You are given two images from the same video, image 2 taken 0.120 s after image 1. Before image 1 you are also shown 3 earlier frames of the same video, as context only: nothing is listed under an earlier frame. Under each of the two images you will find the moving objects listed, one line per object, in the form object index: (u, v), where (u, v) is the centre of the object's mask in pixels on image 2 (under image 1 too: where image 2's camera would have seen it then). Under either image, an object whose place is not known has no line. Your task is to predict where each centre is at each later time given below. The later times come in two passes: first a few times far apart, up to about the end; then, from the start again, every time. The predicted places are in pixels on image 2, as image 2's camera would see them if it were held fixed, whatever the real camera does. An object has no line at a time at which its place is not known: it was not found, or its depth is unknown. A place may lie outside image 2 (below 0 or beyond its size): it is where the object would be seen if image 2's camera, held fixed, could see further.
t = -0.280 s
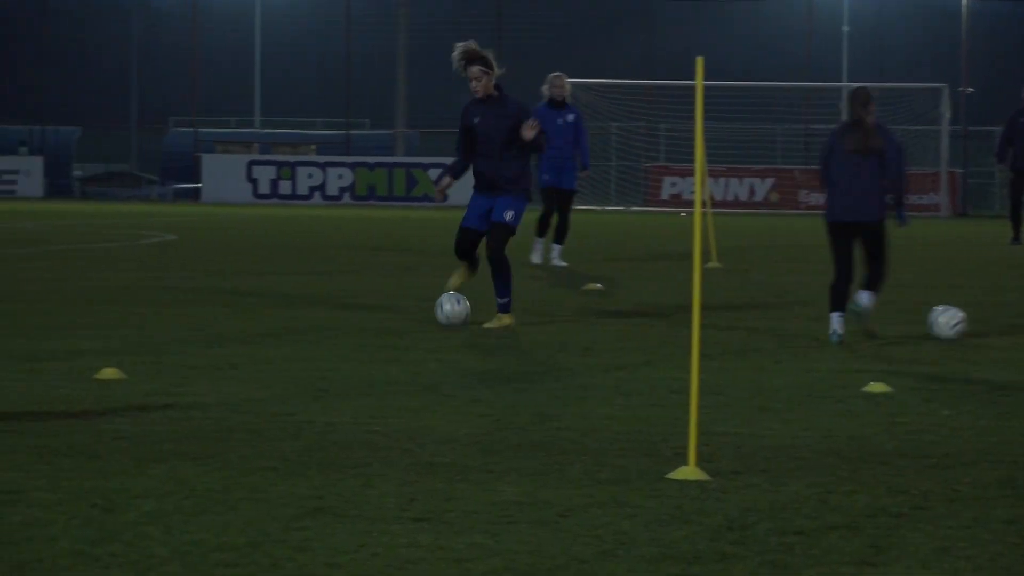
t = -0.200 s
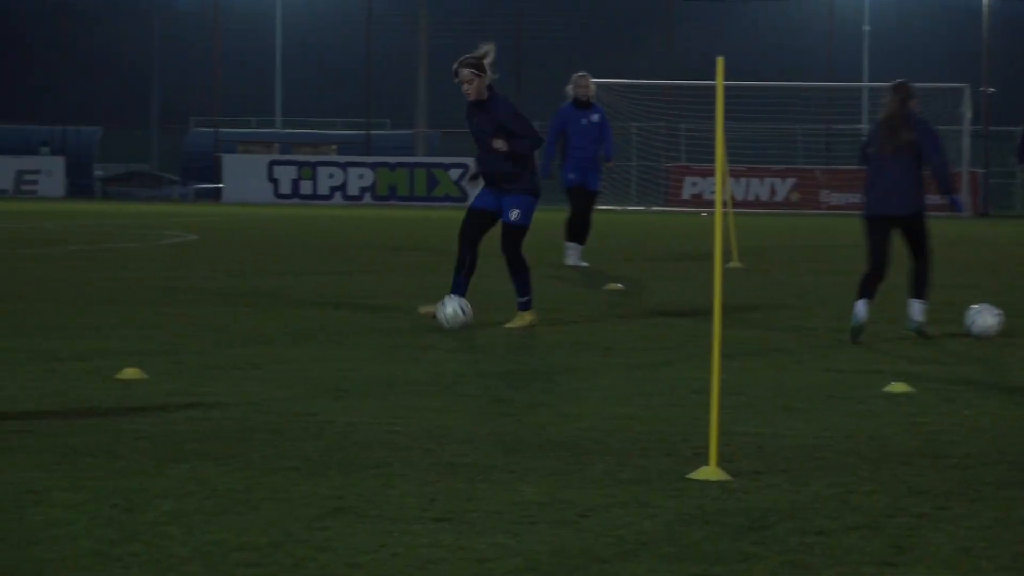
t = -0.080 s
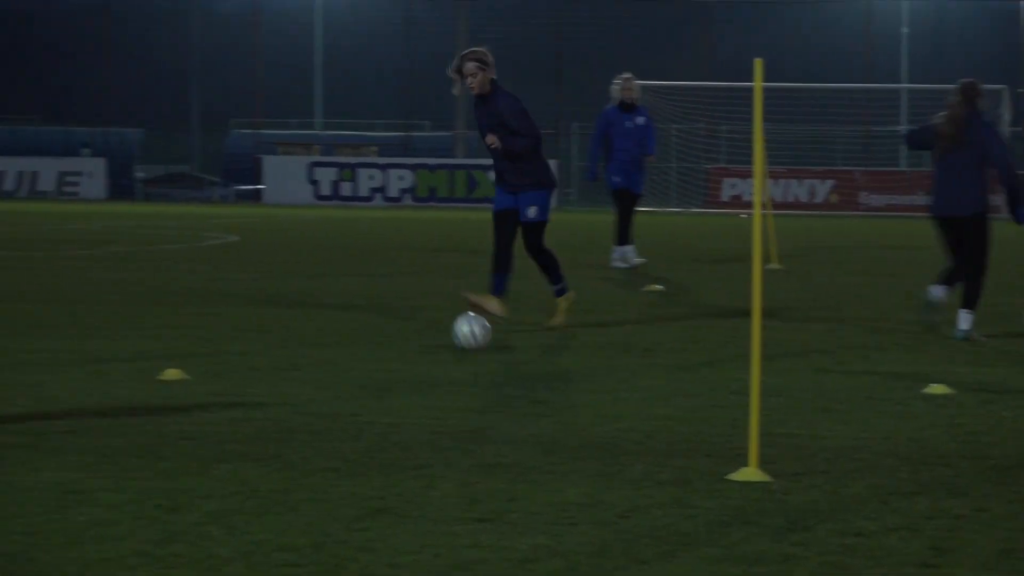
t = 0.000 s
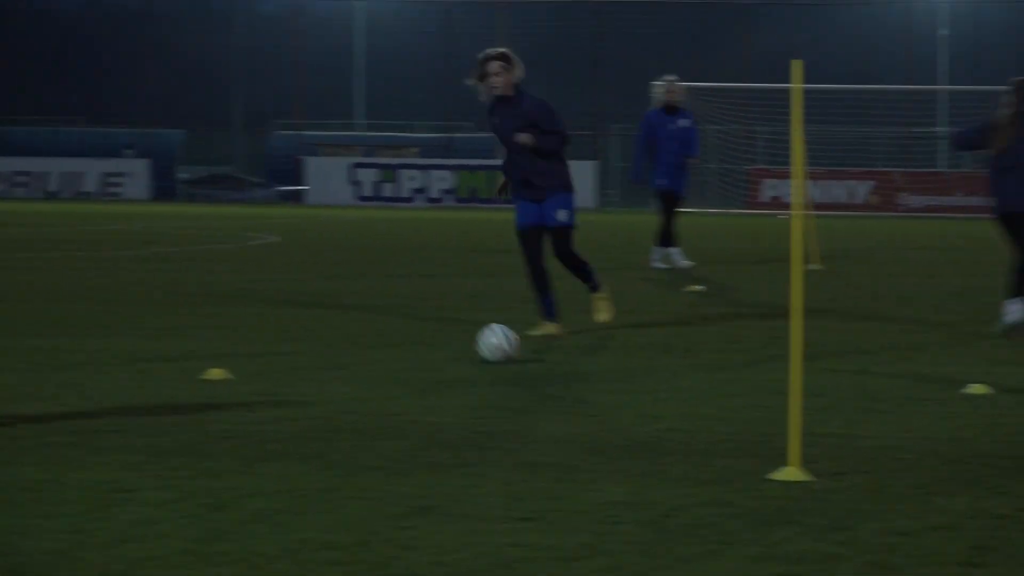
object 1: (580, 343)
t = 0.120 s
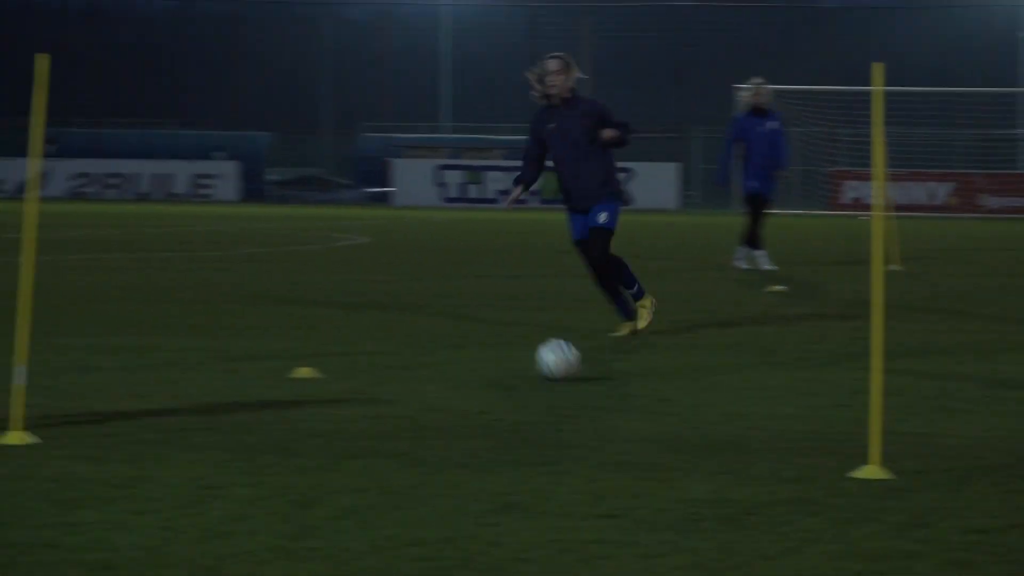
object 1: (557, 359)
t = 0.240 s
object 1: (535, 377)
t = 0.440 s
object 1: (492, 397)
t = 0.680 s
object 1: (439, 449)
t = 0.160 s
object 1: (551, 368)
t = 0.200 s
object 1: (543, 372)
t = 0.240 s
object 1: (535, 377)
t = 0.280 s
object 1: (525, 384)
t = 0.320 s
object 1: (517, 390)
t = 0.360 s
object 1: (508, 397)
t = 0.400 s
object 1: (500, 398)
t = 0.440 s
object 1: (492, 397)
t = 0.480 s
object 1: (484, 400)
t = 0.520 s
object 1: (475, 407)
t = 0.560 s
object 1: (467, 419)
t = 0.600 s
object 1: (458, 435)
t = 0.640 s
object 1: (449, 443)
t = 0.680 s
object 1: (439, 449)
